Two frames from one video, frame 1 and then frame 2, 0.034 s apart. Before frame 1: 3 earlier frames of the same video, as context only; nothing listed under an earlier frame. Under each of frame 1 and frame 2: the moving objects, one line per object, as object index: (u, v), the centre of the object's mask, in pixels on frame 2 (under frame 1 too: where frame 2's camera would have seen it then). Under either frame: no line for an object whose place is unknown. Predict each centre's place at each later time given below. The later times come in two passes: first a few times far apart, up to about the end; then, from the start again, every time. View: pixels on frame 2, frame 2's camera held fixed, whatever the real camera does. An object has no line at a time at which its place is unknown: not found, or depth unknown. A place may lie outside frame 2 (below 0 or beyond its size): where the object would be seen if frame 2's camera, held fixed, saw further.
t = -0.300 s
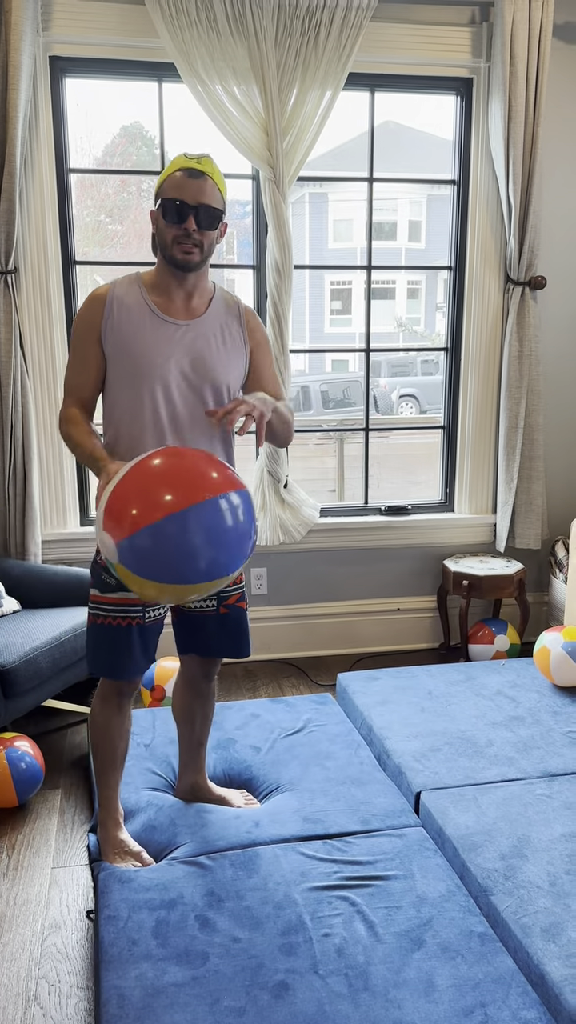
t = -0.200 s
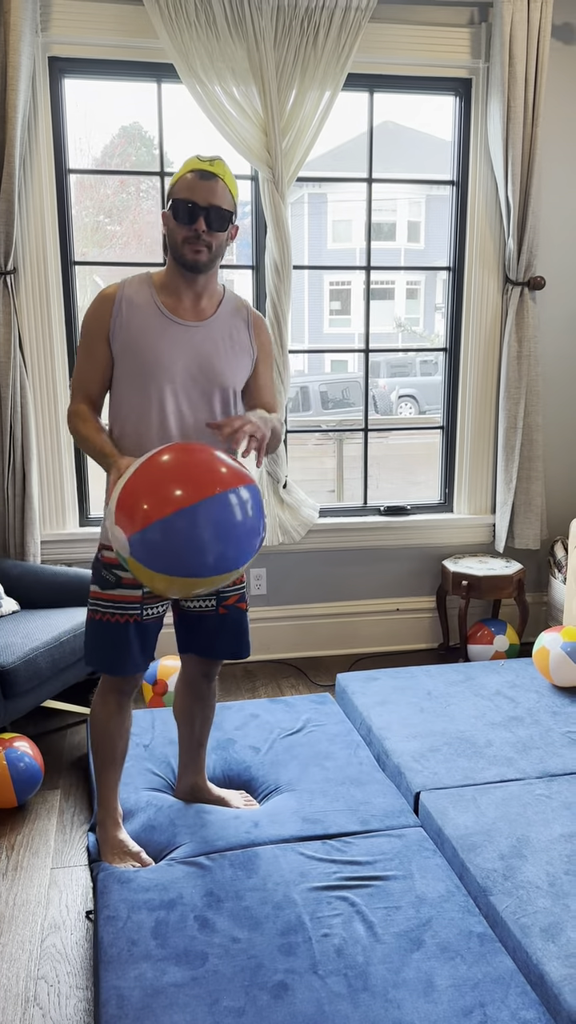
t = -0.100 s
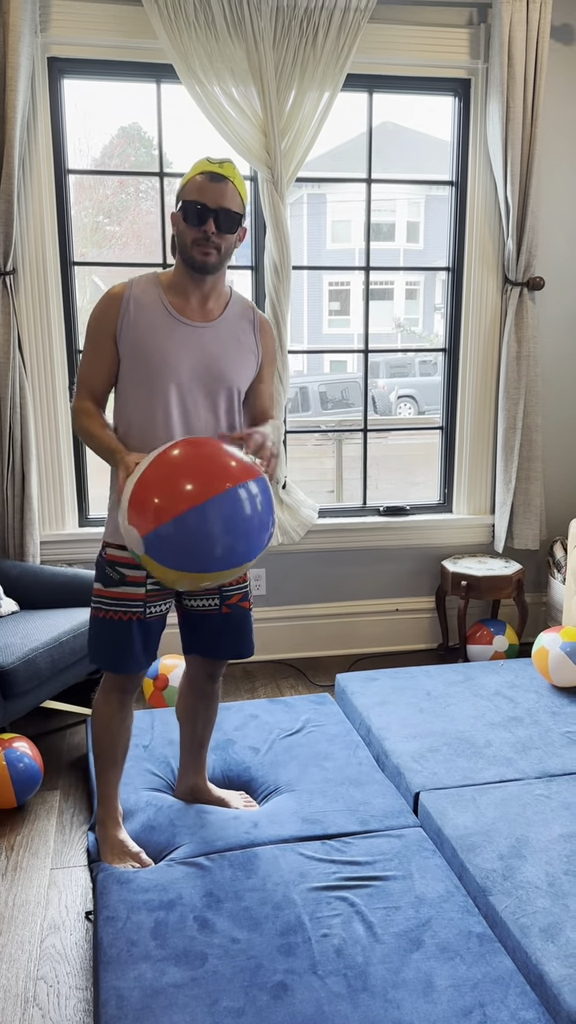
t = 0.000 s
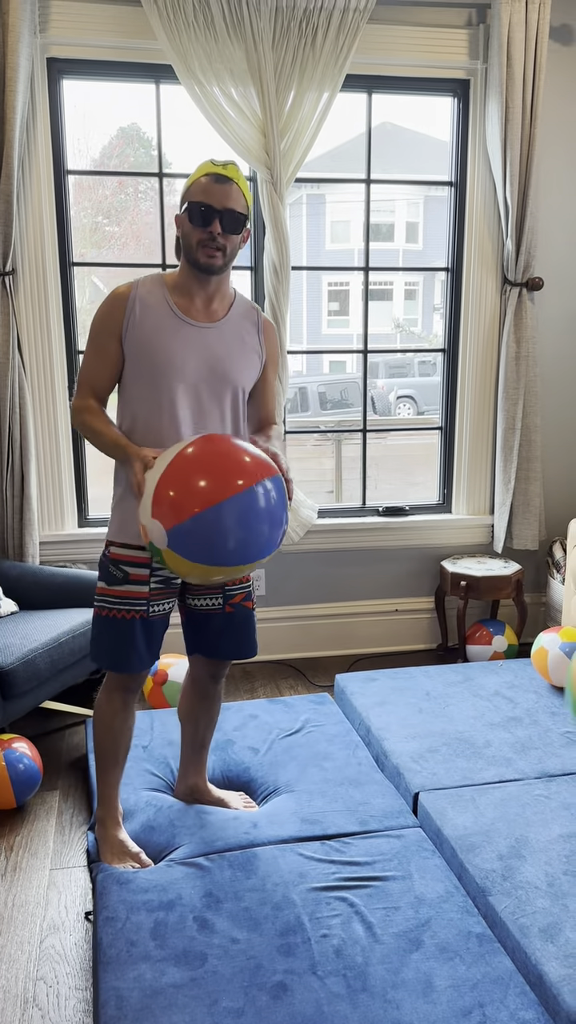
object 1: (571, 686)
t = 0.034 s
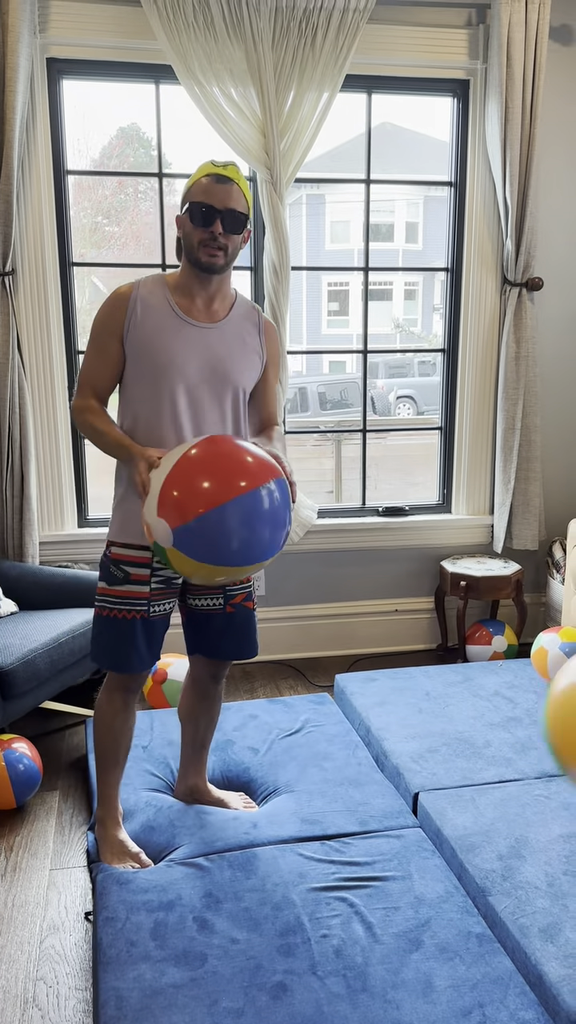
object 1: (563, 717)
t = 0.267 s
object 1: (469, 799)
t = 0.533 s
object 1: (268, 827)
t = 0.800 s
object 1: (77, 947)
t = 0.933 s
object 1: (19, 932)
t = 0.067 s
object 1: (553, 754)
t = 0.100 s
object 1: (542, 795)
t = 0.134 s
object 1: (531, 838)
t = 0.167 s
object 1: (519, 843)
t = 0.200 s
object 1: (506, 825)
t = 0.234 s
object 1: (490, 811)
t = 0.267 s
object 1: (469, 799)
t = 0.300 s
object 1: (446, 790)
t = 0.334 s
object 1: (422, 784)
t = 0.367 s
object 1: (398, 781)
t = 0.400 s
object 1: (373, 782)
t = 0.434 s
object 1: (347, 787)
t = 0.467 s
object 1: (321, 796)
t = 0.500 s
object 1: (295, 810)
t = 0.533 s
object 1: (268, 827)
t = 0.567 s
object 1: (242, 849)
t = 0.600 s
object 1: (216, 875)
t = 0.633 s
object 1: (190, 905)
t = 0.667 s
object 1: (165, 932)
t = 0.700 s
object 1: (142, 952)
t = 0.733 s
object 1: (120, 969)
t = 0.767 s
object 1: (95, 958)
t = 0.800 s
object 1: (77, 947)
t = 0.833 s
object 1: (61, 938)
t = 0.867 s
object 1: (46, 934)
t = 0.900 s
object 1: (32, 934)
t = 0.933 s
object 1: (19, 932)
